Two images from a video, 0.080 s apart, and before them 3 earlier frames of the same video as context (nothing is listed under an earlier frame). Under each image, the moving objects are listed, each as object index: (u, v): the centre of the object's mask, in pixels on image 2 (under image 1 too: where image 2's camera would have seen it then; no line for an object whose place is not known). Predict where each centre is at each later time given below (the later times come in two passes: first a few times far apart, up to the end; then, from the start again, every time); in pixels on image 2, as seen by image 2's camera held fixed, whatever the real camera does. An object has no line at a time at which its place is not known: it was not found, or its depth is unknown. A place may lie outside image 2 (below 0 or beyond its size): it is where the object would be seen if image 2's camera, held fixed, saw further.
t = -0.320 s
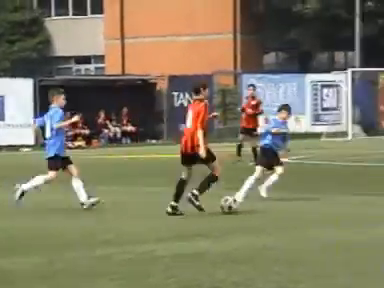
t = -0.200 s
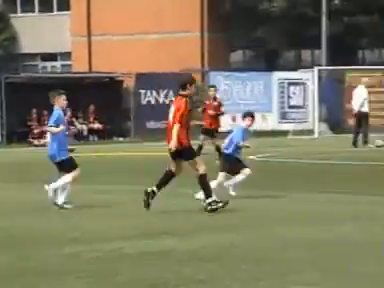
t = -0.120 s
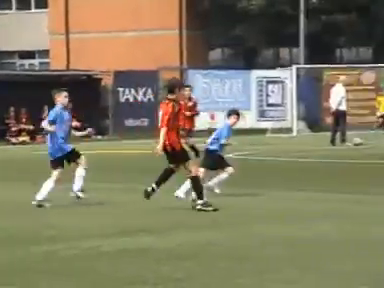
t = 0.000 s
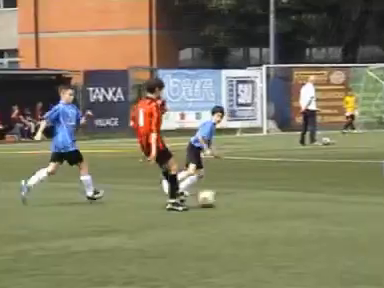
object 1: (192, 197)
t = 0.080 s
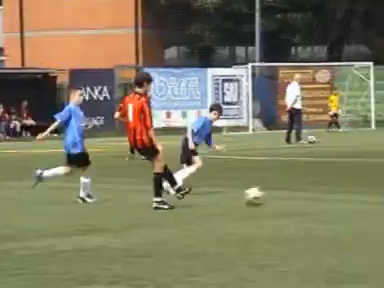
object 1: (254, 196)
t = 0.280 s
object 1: (389, 195)
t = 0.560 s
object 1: (544, 192)
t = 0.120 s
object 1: (282, 195)
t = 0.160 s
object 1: (310, 194)
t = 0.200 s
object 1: (336, 193)
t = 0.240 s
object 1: (362, 193)
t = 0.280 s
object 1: (389, 195)
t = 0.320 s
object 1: (414, 195)
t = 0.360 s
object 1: (437, 194)
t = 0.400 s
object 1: (460, 194)
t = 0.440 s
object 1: (483, 196)
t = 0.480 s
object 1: (502, 194)
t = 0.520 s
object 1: (523, 192)
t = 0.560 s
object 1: (544, 192)
